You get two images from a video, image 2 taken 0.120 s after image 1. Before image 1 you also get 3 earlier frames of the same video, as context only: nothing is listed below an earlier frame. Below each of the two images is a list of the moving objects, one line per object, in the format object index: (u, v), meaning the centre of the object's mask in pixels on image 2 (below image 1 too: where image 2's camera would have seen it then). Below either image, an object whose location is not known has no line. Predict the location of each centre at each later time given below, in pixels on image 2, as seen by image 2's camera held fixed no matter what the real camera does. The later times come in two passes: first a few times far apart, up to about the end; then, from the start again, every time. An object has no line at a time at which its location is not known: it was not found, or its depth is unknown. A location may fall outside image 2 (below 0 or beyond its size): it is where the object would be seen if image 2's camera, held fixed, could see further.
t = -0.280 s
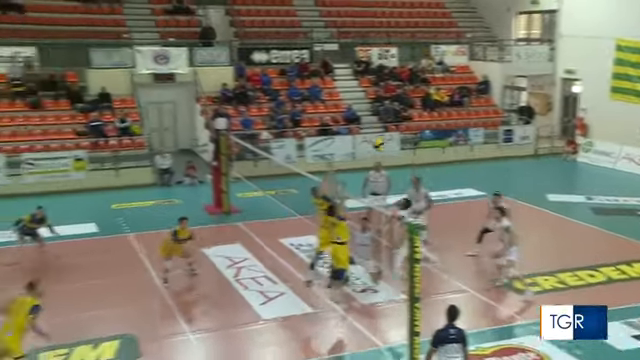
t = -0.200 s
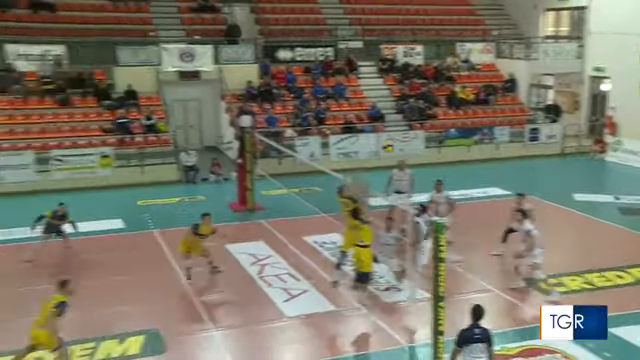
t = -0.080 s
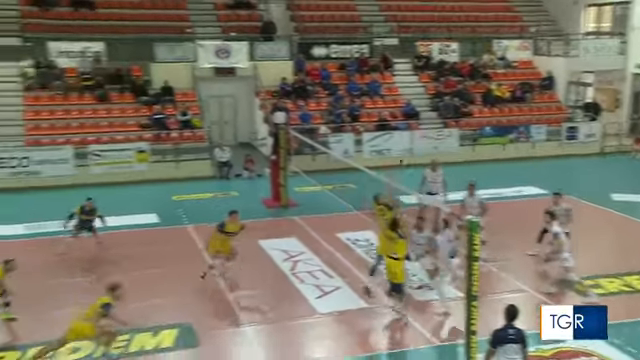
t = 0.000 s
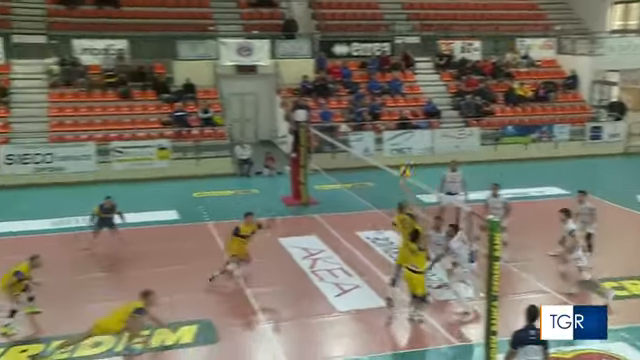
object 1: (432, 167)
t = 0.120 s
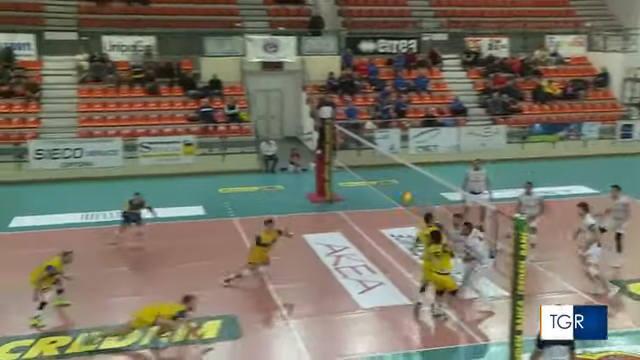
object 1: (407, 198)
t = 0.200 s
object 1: (390, 219)
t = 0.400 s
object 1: (352, 287)
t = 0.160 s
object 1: (399, 207)
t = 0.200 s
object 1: (390, 219)
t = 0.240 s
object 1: (384, 231)
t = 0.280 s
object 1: (376, 243)
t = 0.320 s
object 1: (367, 254)
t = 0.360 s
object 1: (359, 273)
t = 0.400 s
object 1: (352, 287)
